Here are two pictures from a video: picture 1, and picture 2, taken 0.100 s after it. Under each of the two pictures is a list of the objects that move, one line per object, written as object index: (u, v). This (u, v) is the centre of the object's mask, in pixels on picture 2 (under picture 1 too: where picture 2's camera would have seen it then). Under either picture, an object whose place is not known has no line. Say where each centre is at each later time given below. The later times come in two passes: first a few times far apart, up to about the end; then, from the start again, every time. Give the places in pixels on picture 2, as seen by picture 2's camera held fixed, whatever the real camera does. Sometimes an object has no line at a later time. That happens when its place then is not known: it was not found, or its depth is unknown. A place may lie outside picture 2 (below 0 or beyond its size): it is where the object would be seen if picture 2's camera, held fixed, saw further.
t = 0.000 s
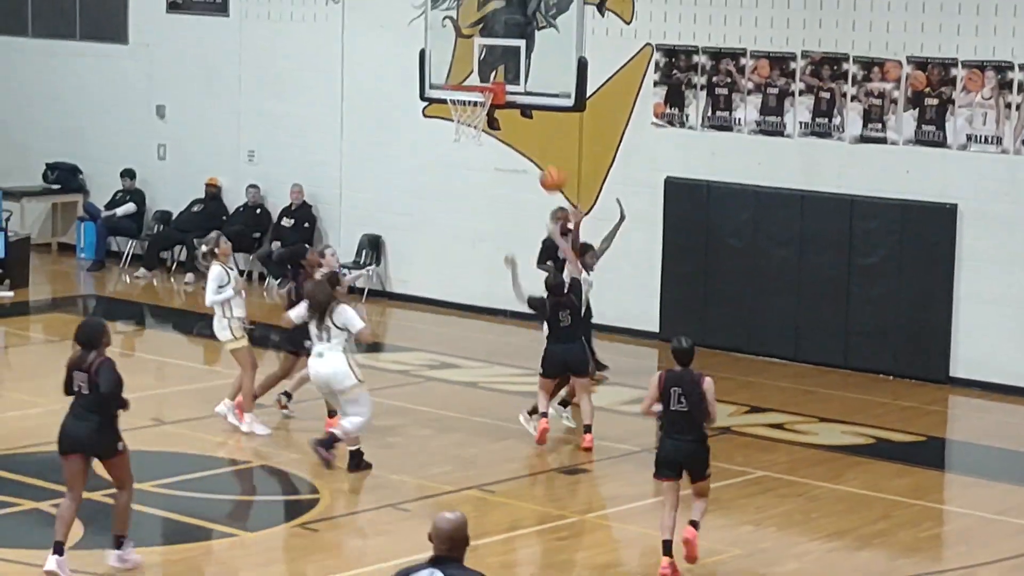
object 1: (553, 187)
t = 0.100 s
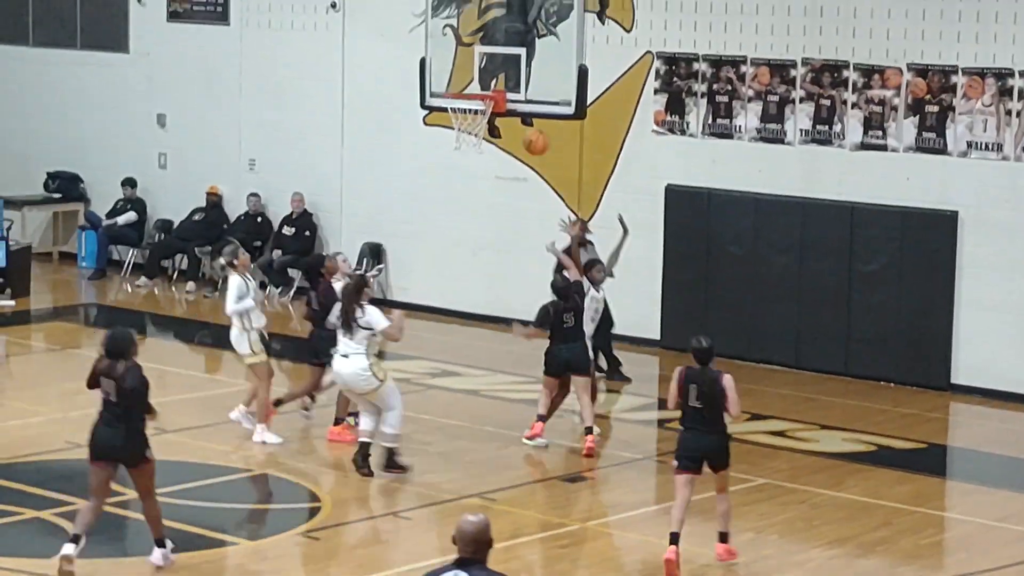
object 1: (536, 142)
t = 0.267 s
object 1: (507, 92)
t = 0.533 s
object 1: (460, 81)
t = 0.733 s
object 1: (421, 118)
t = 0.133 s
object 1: (529, 130)
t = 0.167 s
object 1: (524, 119)
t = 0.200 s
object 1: (518, 109)
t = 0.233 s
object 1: (513, 100)
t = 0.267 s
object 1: (507, 92)
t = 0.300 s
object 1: (500, 87)
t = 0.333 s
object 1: (495, 83)
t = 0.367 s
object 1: (490, 79)
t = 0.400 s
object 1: (484, 78)
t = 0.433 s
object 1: (478, 76)
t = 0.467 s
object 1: (472, 77)
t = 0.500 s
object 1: (466, 78)
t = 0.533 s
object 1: (460, 81)
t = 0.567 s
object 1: (454, 83)
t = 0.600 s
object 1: (448, 87)
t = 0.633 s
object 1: (440, 94)
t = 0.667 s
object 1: (434, 101)
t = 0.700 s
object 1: (428, 109)
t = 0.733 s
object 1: (421, 118)
